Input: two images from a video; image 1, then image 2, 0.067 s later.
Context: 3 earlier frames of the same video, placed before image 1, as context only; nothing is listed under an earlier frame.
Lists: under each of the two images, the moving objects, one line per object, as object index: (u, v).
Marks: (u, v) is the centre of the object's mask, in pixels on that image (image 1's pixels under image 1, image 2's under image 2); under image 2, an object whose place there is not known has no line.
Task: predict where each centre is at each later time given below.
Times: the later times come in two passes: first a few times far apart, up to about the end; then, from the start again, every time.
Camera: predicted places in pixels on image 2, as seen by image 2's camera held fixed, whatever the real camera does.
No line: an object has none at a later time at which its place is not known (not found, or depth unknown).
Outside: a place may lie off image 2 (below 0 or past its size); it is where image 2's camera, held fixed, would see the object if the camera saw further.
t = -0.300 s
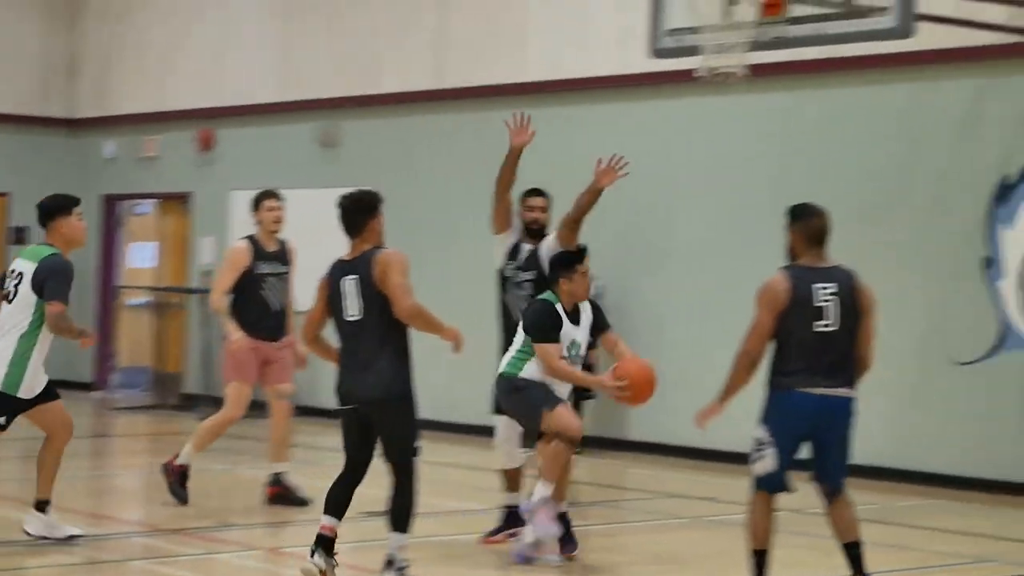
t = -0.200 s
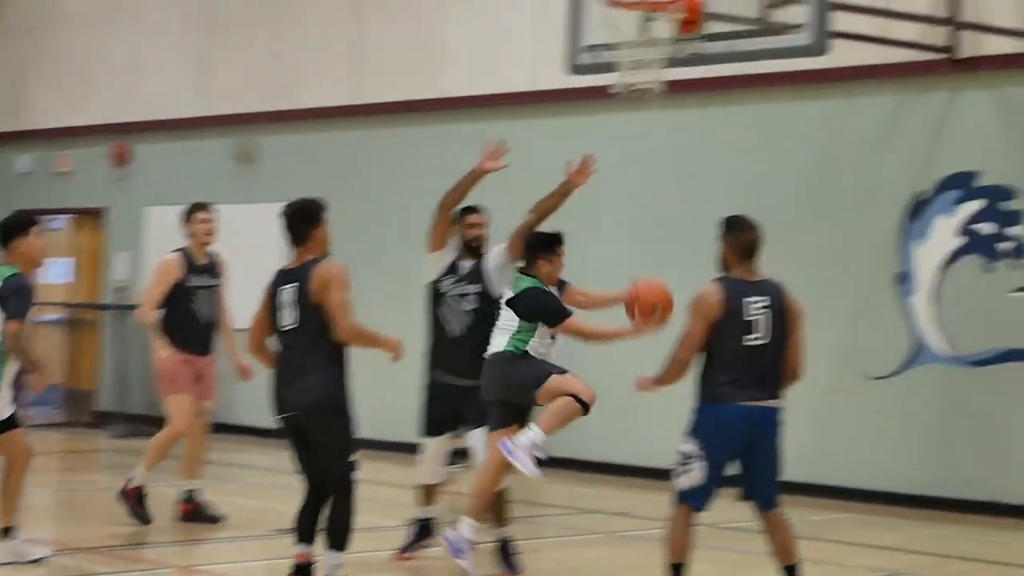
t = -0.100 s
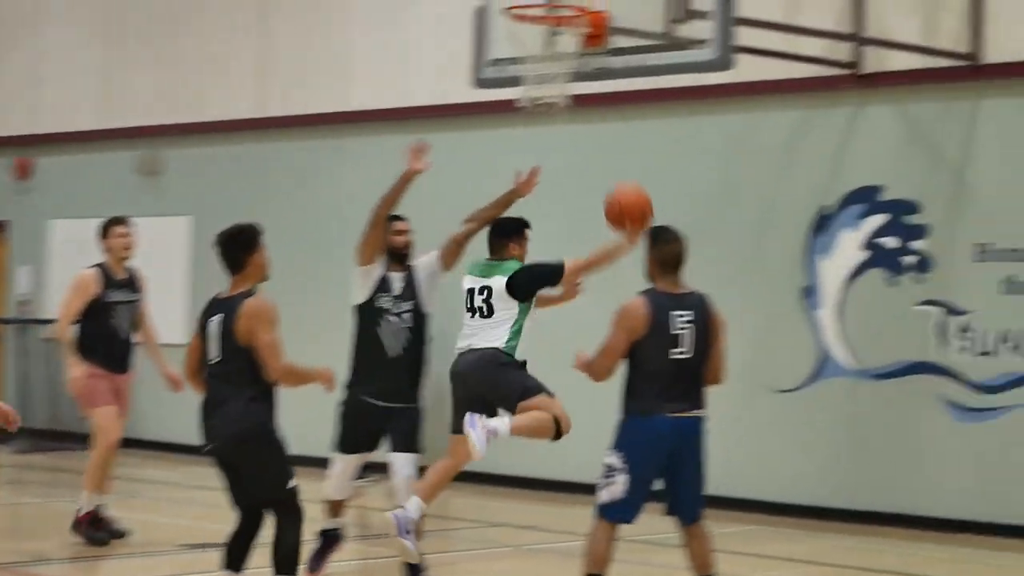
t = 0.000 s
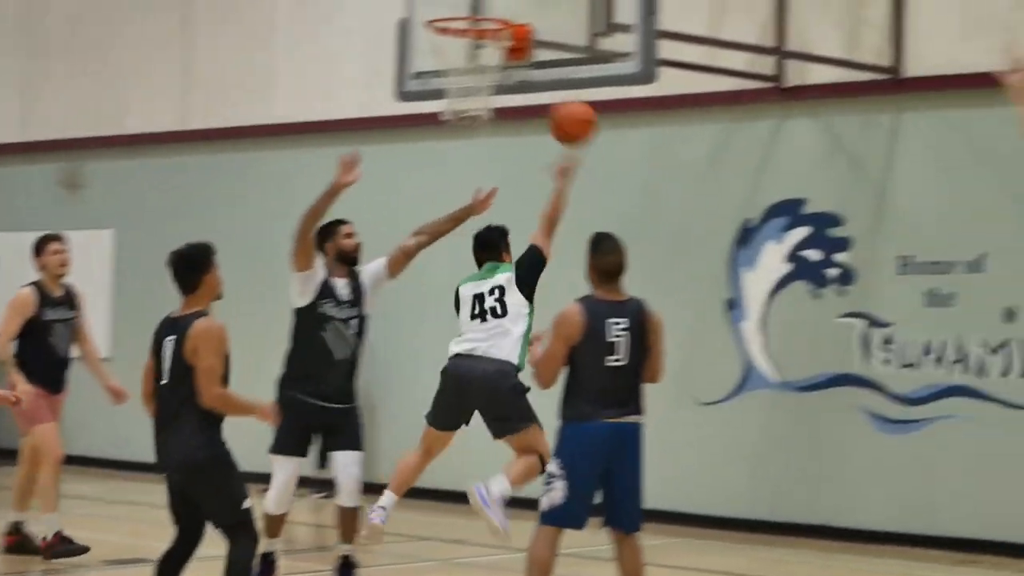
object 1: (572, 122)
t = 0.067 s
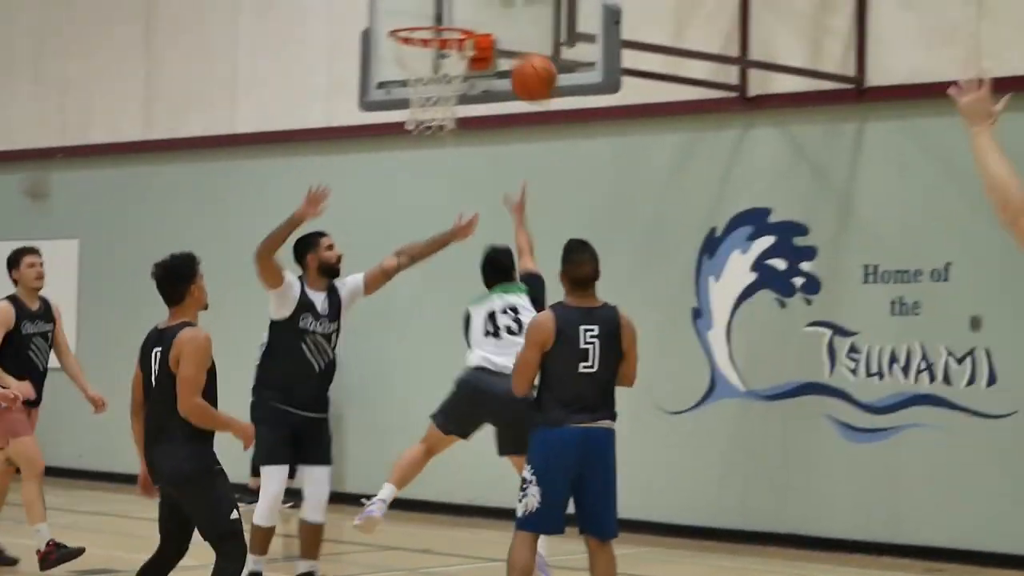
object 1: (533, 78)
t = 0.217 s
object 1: (524, -10)
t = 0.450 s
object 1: (512, -59)
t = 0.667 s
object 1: (462, -42)
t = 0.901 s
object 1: (431, 50)
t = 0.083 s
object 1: (532, 65)
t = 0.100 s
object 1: (530, 54)
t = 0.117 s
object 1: (529, 43)
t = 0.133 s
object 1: (528, 32)
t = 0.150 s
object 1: (527, 23)
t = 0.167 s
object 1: (527, 14)
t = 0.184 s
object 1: (526, 4)
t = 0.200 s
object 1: (525, -3)
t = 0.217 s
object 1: (524, -10)
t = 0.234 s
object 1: (524, -16)
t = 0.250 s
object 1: (522, -22)
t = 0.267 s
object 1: (521, -27)
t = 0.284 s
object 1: (520, -32)
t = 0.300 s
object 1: (519, -37)
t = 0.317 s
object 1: (518, -42)
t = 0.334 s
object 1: (517, -45)
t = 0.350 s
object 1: (517, -50)
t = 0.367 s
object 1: (516, -53)
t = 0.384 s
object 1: (515, -55)
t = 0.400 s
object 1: (515, -57)
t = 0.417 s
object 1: (514, -59)
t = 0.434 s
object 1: (513, -60)
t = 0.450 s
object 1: (512, -59)
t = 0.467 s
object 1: (511, -60)
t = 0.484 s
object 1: (510, -58)
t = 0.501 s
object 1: (508, -57)
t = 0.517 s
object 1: (505, -57)
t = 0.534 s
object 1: (501, -57)
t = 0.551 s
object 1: (497, -56)
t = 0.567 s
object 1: (492, -56)
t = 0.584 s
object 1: (488, -55)
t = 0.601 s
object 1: (482, -53)
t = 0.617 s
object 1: (478, -51)
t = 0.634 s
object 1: (473, -49)
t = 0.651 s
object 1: (468, -45)
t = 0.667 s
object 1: (462, -42)
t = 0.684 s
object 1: (457, -37)
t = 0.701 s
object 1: (453, -32)
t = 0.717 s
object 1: (448, -28)
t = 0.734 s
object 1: (444, -22)
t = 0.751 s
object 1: (439, -15)
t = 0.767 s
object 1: (434, -8)
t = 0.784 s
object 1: (429, -1)
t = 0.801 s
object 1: (424, 7)
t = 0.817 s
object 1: (420, 12)
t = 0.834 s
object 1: (413, 17)
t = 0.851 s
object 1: (413, 21)
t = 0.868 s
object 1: (420, 23)
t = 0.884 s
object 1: (426, 44)
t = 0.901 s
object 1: (431, 50)
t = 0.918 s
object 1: (438, 56)
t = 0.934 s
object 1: (446, 63)
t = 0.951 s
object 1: (451, 70)
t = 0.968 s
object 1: (455, 76)
